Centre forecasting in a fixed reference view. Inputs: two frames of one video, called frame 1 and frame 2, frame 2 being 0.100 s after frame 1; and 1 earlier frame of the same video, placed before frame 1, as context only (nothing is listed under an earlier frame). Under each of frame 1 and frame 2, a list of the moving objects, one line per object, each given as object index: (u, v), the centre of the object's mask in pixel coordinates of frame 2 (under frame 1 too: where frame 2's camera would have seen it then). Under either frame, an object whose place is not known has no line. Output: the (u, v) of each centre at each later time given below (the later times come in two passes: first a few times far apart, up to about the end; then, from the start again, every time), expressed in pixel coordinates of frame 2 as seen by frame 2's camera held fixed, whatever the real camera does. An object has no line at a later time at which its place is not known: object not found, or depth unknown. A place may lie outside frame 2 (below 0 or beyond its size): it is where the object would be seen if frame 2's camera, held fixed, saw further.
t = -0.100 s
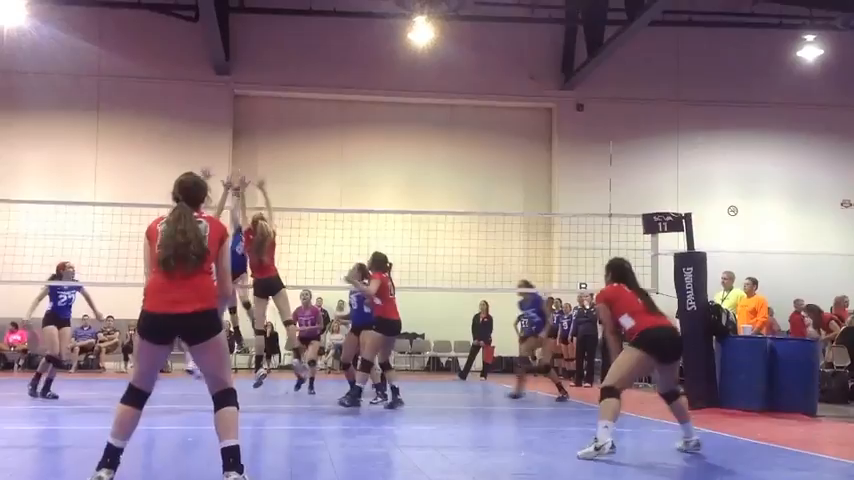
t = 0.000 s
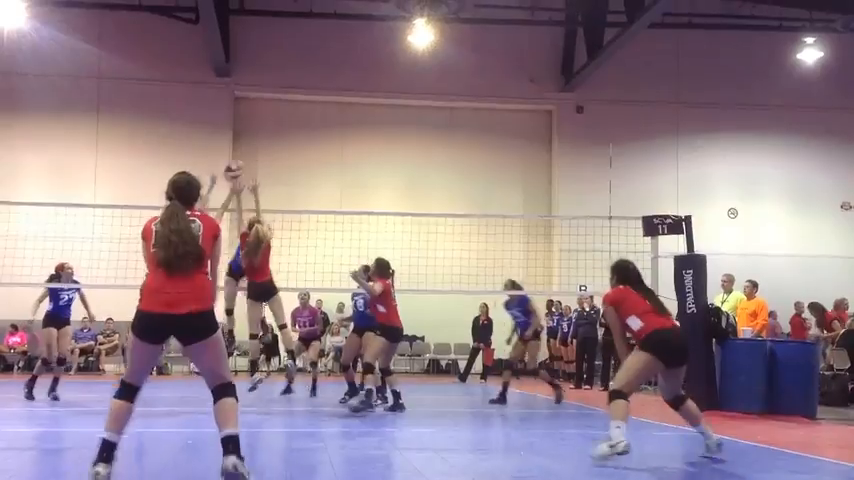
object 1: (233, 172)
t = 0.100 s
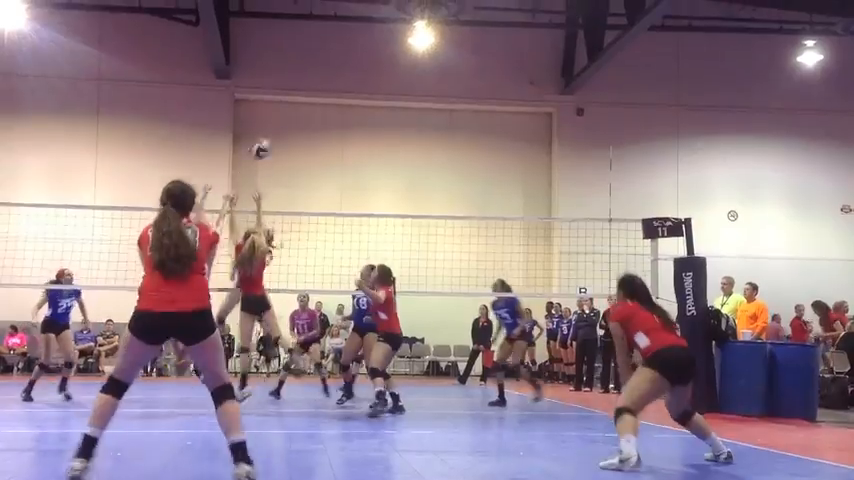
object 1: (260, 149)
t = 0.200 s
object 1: (288, 132)
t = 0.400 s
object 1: (349, 129)
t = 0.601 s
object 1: (412, 168)
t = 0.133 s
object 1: (270, 142)
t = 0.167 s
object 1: (278, 137)
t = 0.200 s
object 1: (288, 132)
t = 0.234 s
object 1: (298, 129)
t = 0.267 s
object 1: (306, 128)
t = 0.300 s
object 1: (316, 126)
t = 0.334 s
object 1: (326, 126)
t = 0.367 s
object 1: (336, 127)
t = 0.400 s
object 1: (349, 129)
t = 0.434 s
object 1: (357, 132)
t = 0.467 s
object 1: (368, 137)
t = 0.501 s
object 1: (380, 143)
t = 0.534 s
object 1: (390, 150)
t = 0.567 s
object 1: (400, 157)
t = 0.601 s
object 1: (412, 168)
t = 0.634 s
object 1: (422, 180)
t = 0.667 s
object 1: (434, 192)
